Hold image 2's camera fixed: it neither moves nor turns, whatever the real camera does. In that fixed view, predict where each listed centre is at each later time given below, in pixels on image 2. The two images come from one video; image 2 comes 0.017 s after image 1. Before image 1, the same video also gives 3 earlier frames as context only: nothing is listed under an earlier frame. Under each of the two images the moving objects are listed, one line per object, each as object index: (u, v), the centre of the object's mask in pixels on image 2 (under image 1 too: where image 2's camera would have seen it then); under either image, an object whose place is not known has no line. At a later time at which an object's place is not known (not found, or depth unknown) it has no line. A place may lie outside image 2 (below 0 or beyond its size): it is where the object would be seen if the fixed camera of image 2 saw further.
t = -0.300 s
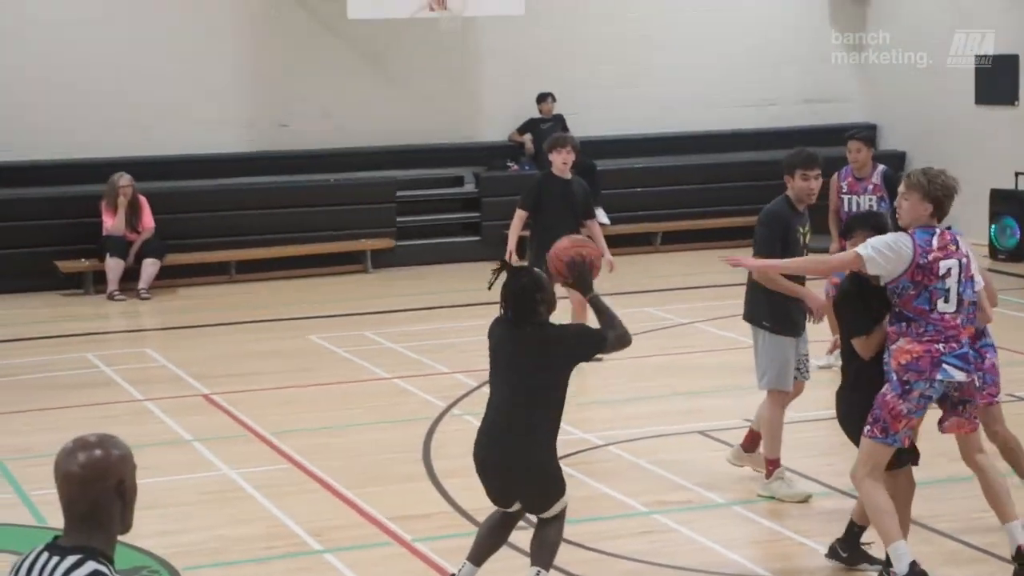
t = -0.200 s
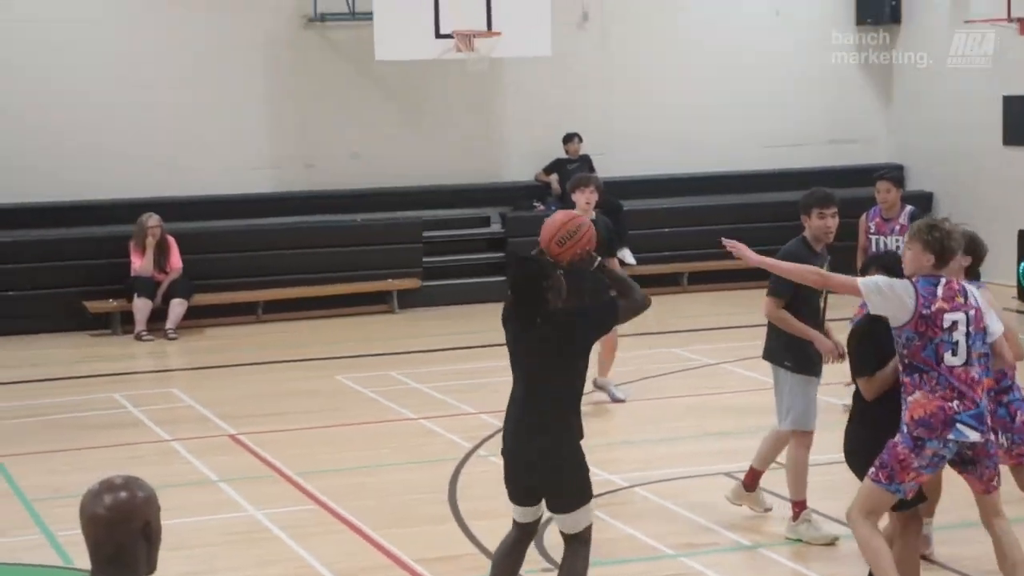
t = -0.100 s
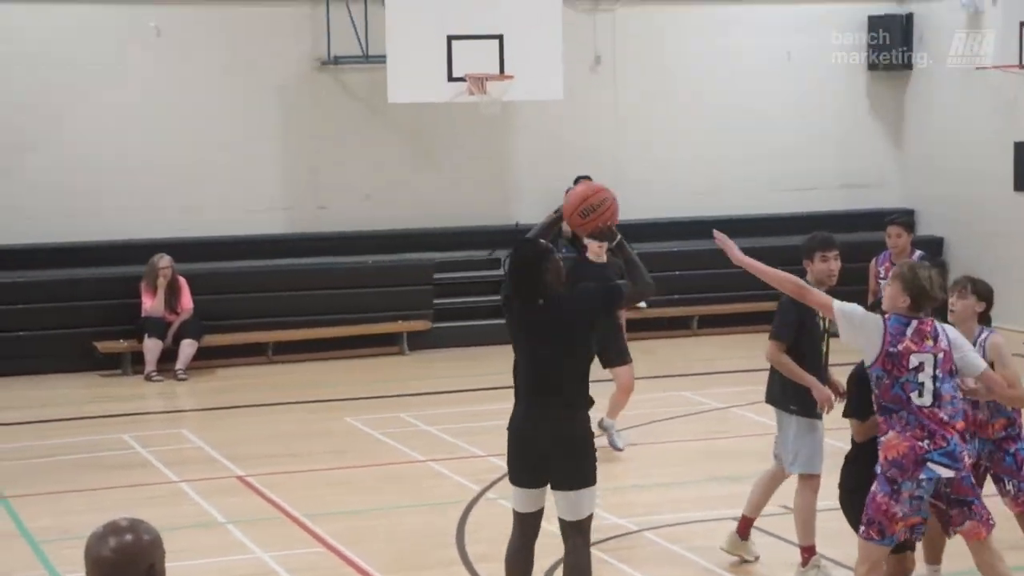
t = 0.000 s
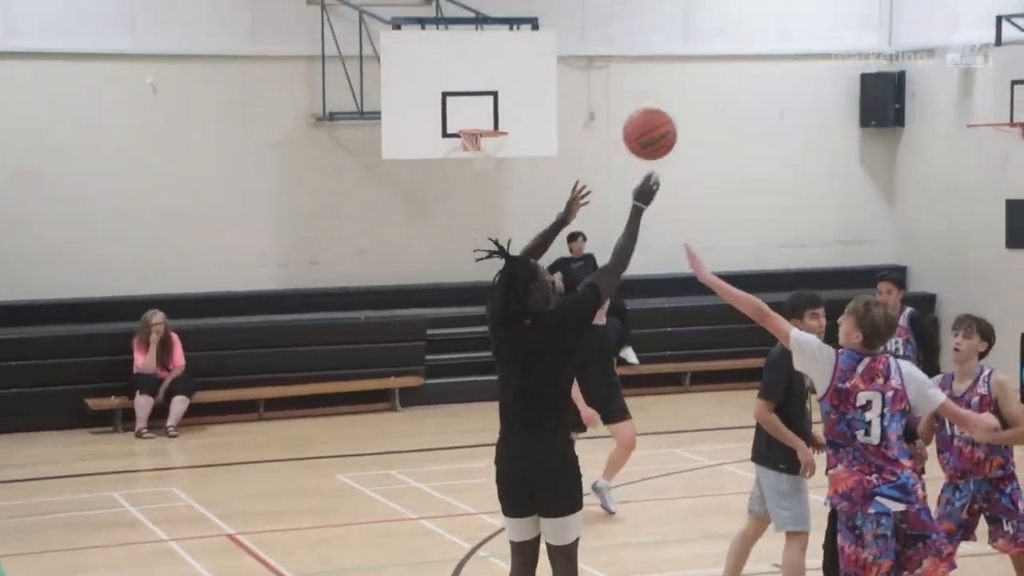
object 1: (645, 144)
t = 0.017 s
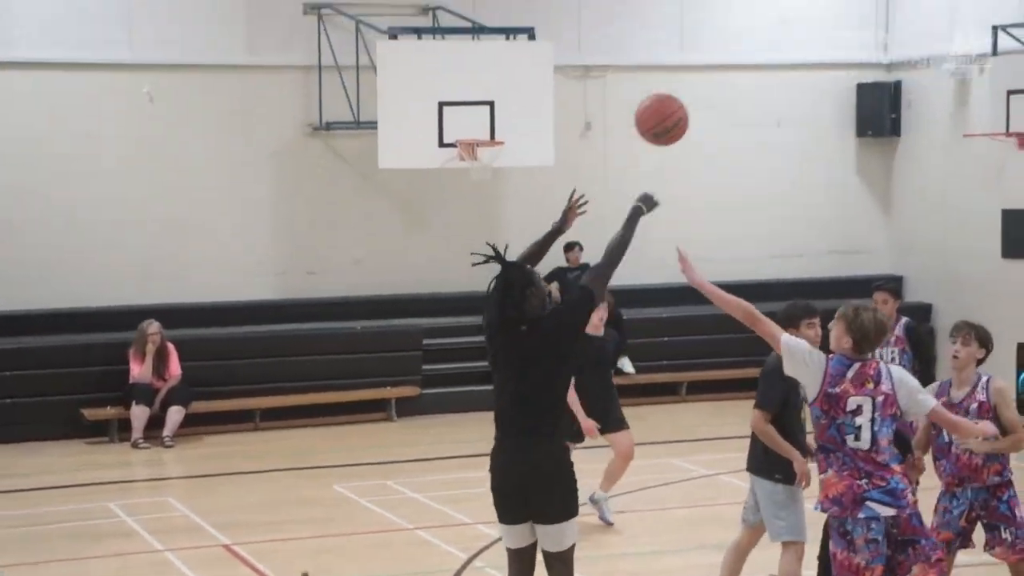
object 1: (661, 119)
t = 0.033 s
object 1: (678, 95)
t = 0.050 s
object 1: (696, 72)
